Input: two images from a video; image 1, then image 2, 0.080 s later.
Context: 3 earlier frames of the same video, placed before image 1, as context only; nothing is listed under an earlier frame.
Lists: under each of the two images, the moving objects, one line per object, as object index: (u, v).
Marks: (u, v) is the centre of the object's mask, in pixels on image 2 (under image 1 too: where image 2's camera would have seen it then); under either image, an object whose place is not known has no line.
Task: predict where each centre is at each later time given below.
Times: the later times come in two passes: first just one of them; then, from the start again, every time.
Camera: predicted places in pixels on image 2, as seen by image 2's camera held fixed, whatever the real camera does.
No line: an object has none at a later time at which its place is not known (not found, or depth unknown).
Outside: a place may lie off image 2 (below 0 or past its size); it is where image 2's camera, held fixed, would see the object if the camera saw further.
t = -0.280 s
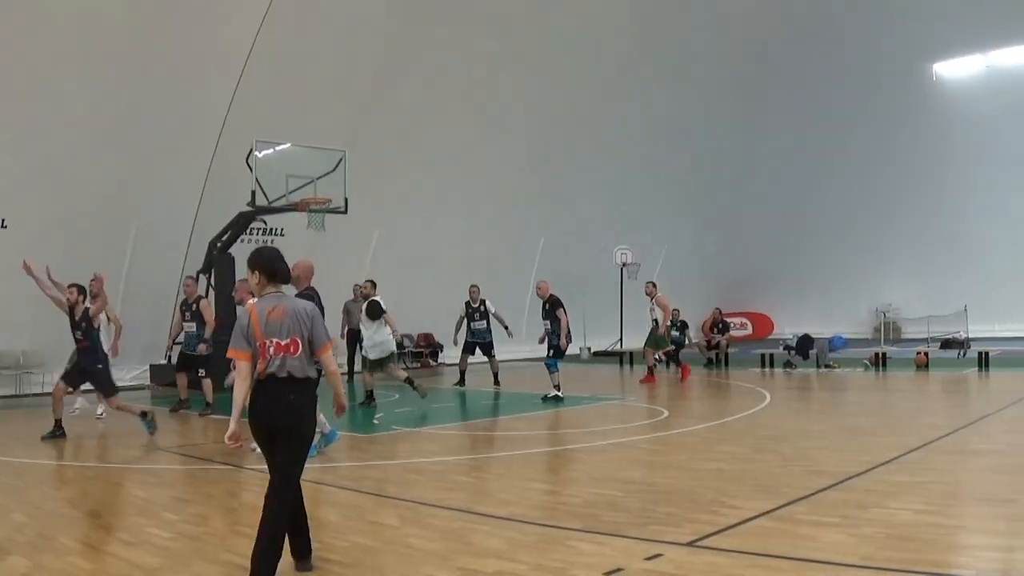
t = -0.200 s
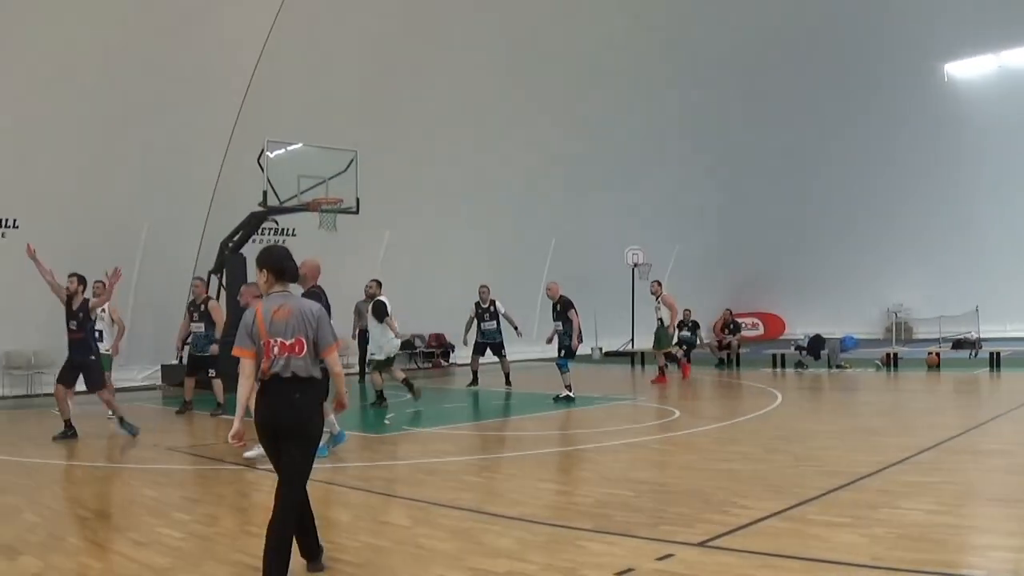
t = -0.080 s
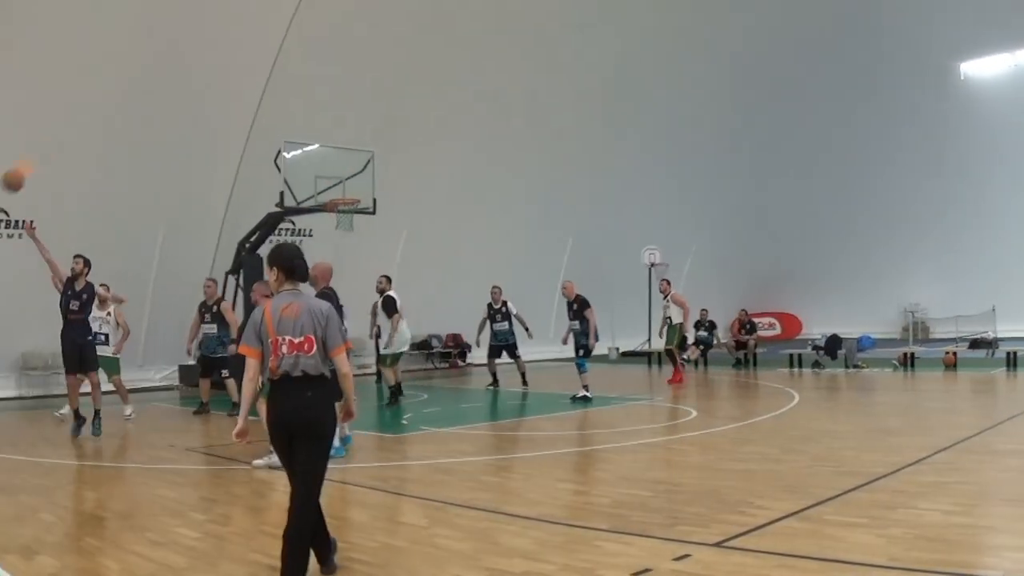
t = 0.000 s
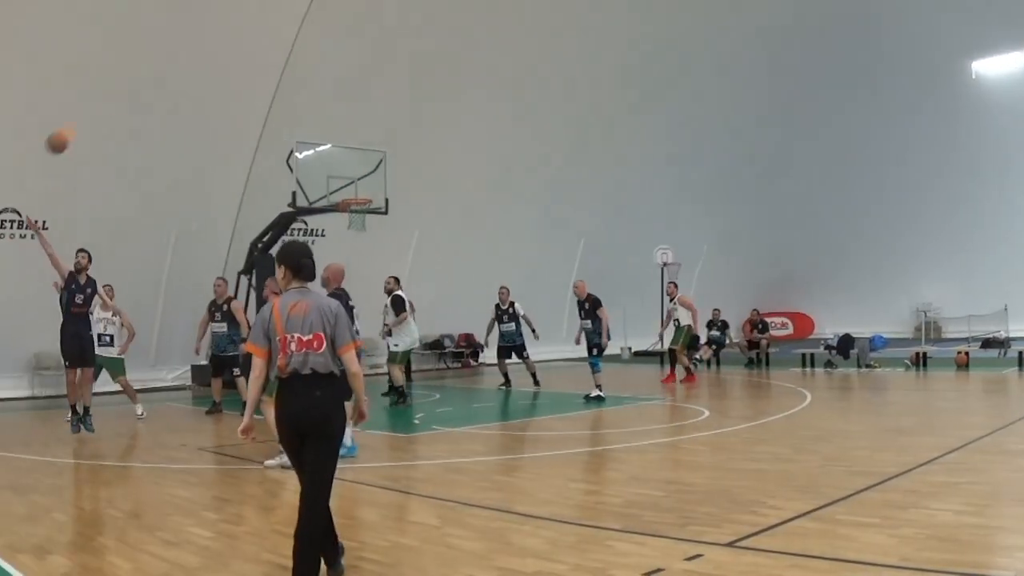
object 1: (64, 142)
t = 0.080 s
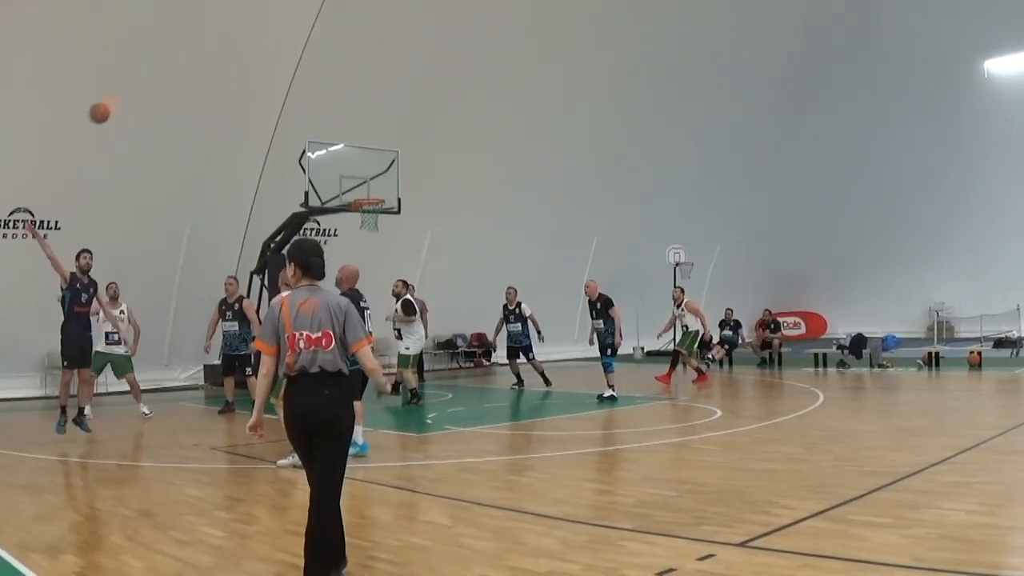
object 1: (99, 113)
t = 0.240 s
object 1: (163, 74)
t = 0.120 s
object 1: (116, 101)
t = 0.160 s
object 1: (132, 90)
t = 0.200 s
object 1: (147, 81)
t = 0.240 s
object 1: (163, 74)
